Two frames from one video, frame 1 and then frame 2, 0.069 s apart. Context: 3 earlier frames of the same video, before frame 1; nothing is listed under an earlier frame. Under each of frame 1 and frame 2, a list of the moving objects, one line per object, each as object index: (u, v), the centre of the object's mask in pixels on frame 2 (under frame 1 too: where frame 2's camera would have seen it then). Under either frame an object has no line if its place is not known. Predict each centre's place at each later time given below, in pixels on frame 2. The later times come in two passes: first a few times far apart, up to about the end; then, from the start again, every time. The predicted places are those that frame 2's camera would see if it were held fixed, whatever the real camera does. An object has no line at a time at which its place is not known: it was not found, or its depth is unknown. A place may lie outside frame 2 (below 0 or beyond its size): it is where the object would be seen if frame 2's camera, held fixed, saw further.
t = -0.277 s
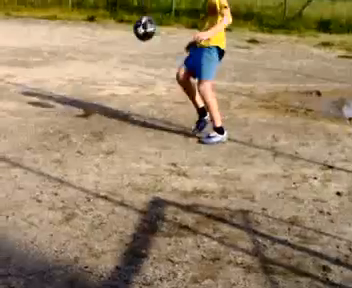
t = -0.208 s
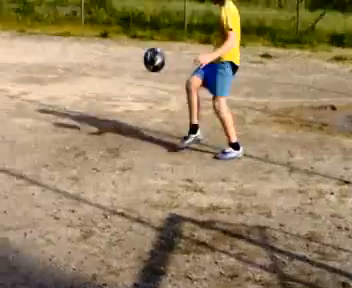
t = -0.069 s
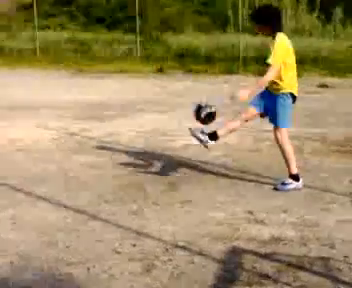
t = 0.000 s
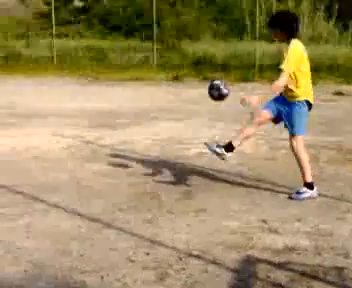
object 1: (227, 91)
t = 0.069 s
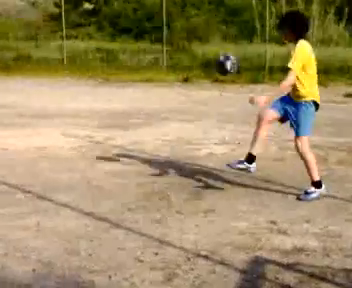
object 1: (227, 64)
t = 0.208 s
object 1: (221, 26)
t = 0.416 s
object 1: (216, 6)
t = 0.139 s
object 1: (224, 43)
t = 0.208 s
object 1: (221, 26)
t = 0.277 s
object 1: (220, 15)
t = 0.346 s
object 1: (219, 8)
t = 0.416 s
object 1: (216, 6)
